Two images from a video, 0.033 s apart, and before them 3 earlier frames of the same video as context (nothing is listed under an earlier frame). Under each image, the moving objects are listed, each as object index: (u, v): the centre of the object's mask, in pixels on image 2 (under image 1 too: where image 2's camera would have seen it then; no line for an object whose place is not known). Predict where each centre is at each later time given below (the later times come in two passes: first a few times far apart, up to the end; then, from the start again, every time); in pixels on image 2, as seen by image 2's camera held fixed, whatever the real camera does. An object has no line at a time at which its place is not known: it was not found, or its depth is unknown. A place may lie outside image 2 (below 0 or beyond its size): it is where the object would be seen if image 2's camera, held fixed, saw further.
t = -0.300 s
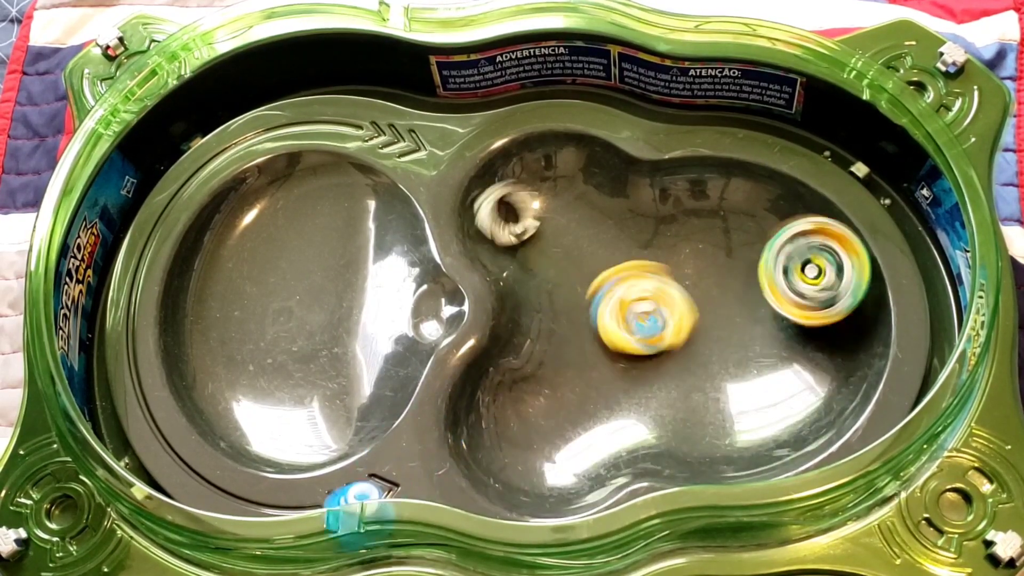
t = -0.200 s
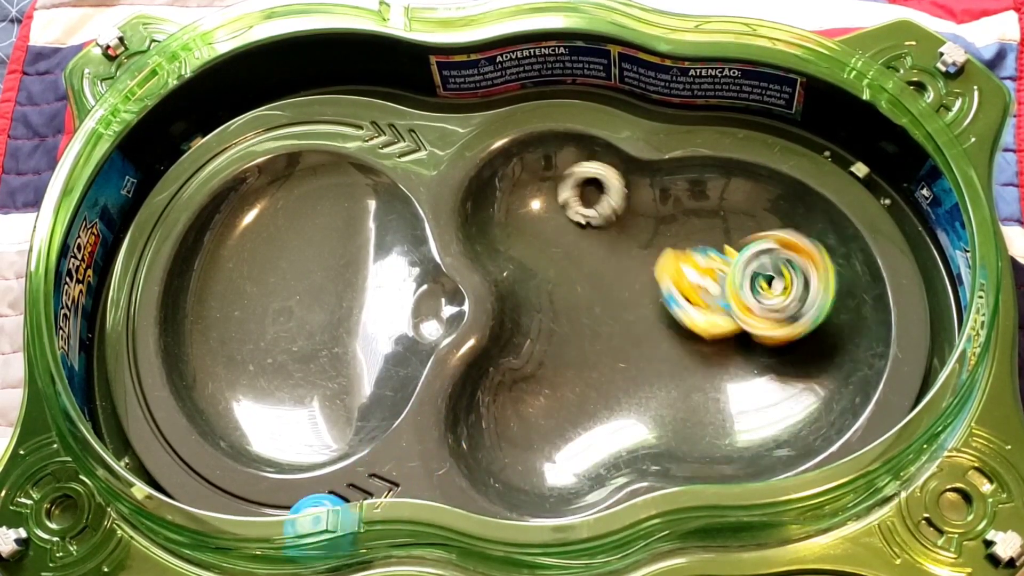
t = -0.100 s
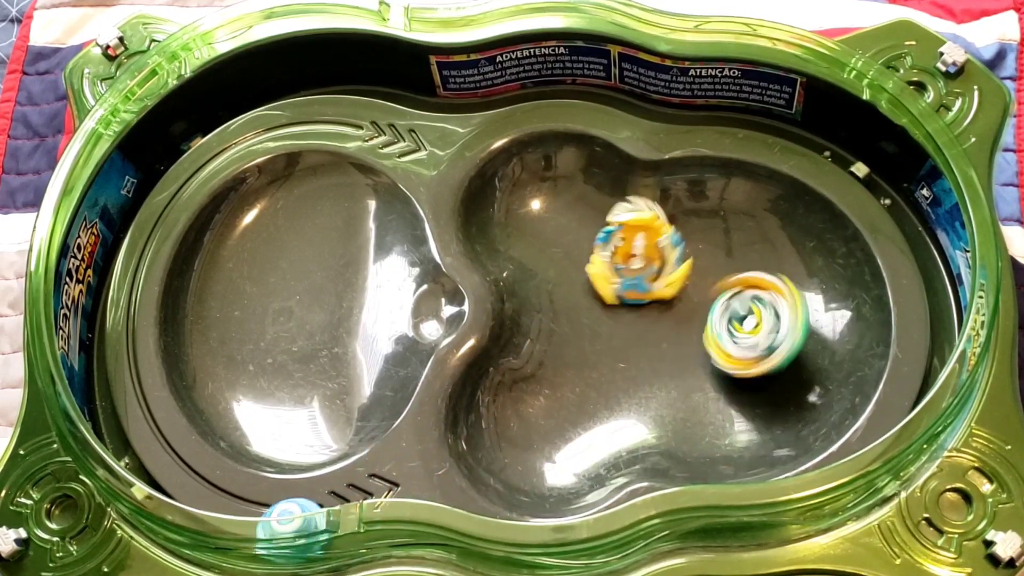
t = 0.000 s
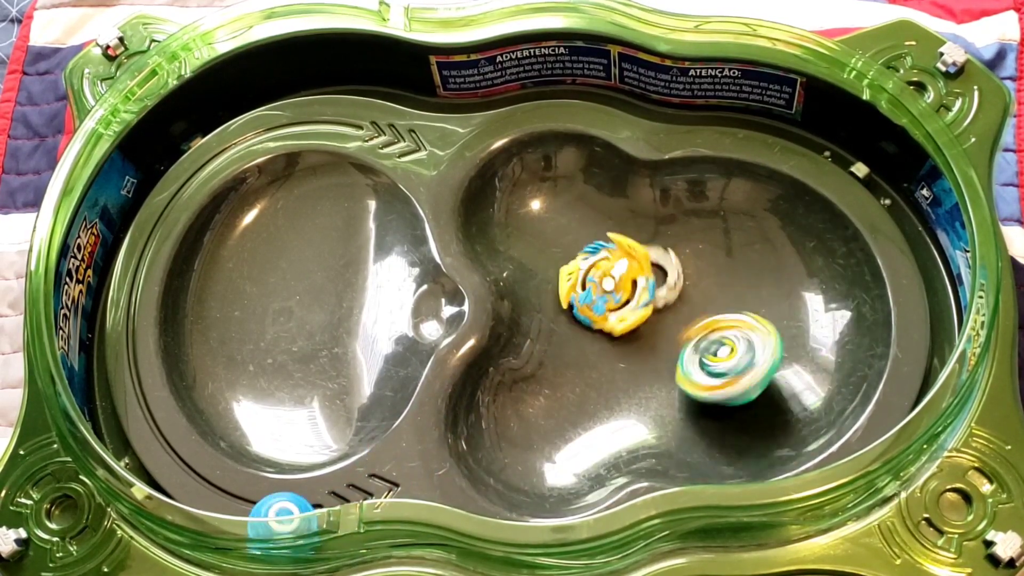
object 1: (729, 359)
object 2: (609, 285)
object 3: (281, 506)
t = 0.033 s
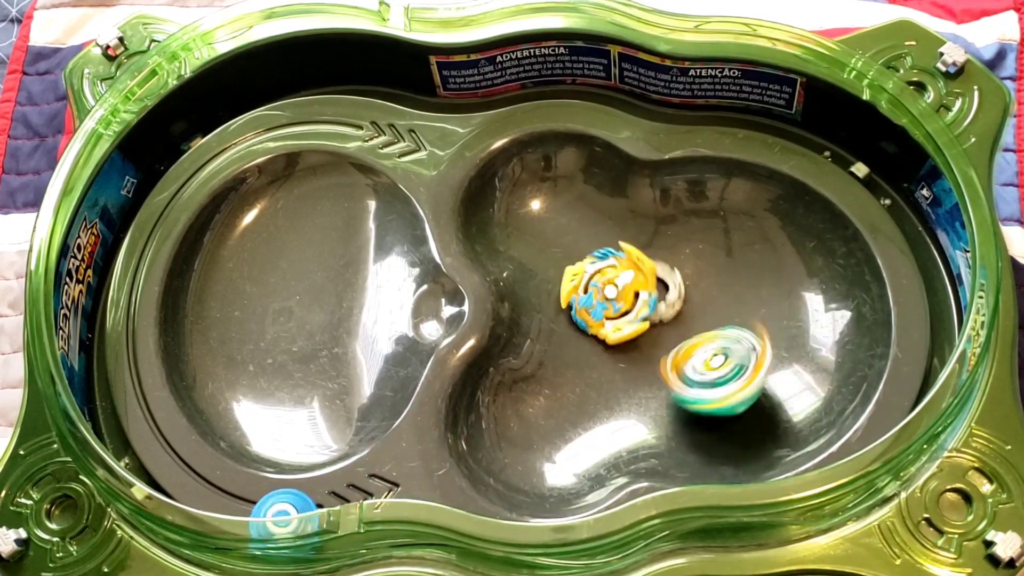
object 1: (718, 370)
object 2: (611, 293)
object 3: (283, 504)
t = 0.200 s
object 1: (671, 387)
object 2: (628, 311)
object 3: (322, 492)
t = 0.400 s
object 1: (614, 352)
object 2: (656, 271)
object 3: (413, 468)
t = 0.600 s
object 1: (610, 335)
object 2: (662, 270)
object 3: (567, 439)
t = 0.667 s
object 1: (627, 329)
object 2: (672, 264)
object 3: (631, 411)
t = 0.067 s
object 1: (711, 377)
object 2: (614, 299)
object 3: (287, 503)
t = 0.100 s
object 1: (697, 384)
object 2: (618, 304)
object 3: (292, 501)
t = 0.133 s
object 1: (691, 388)
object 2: (622, 308)
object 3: (300, 498)
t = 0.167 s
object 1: (679, 388)
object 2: (625, 311)
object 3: (310, 496)
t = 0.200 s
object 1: (671, 387)
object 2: (628, 311)
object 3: (322, 492)
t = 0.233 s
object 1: (664, 383)
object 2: (629, 307)
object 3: (334, 488)
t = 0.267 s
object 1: (655, 378)
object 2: (631, 299)
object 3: (349, 484)
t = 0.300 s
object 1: (648, 370)
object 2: (637, 290)
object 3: (366, 480)
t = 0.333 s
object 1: (632, 364)
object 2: (646, 280)
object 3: (381, 475)
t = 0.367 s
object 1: (627, 359)
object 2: (651, 274)
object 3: (397, 472)
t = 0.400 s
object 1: (614, 352)
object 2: (656, 271)
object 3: (413, 468)
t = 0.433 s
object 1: (608, 349)
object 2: (658, 271)
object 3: (429, 464)
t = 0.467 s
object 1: (600, 343)
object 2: (659, 271)
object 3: (448, 460)
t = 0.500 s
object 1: (600, 342)
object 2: (659, 271)
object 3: (469, 459)
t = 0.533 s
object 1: (601, 337)
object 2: (659, 271)
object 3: (493, 460)
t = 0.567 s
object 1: (605, 337)
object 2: (660, 270)
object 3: (527, 454)
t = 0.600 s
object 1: (610, 335)
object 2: (662, 270)
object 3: (567, 439)
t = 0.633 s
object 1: (618, 332)
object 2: (663, 268)
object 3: (601, 423)
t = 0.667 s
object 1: (627, 329)
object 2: (672, 264)
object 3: (631, 411)
